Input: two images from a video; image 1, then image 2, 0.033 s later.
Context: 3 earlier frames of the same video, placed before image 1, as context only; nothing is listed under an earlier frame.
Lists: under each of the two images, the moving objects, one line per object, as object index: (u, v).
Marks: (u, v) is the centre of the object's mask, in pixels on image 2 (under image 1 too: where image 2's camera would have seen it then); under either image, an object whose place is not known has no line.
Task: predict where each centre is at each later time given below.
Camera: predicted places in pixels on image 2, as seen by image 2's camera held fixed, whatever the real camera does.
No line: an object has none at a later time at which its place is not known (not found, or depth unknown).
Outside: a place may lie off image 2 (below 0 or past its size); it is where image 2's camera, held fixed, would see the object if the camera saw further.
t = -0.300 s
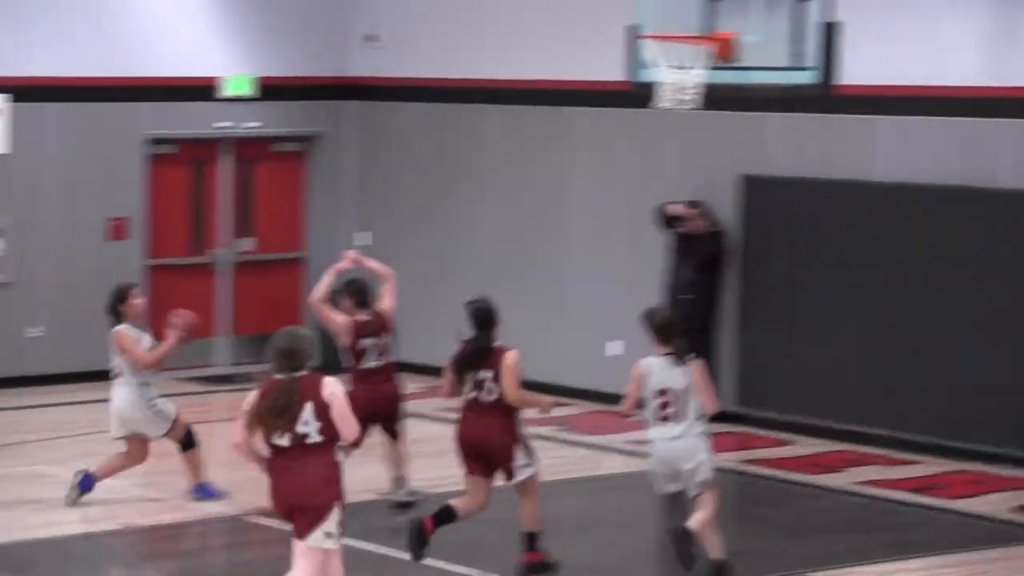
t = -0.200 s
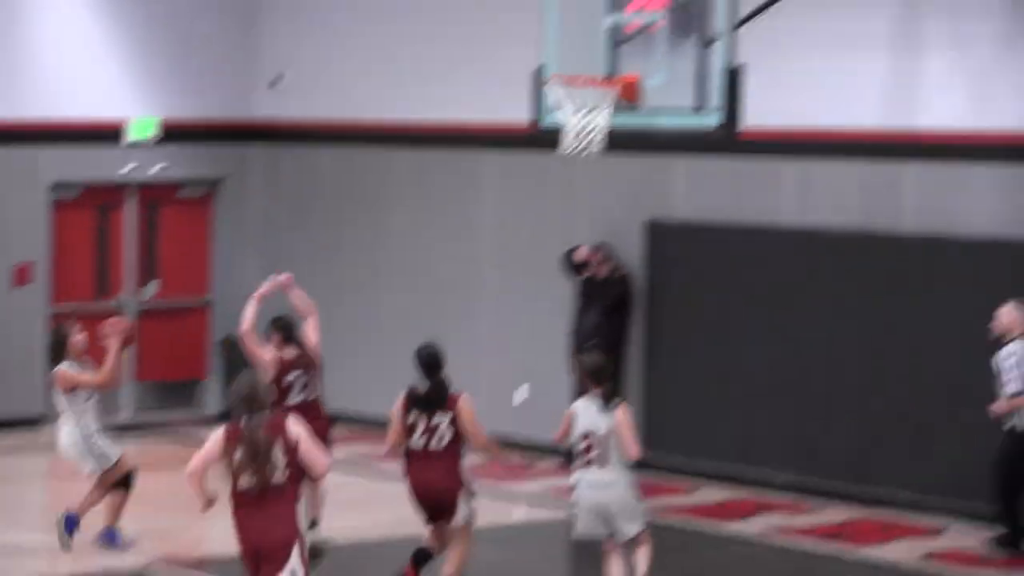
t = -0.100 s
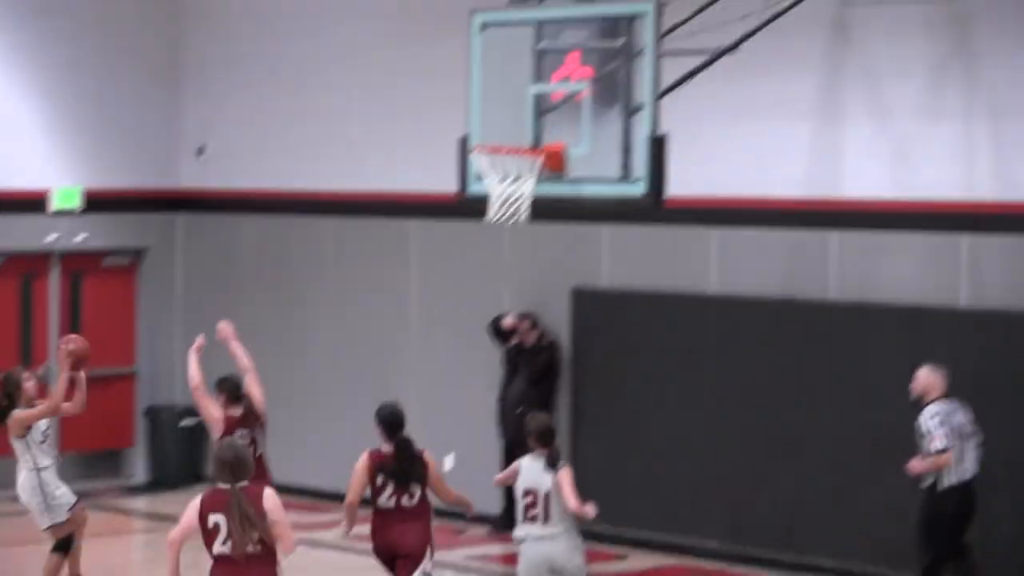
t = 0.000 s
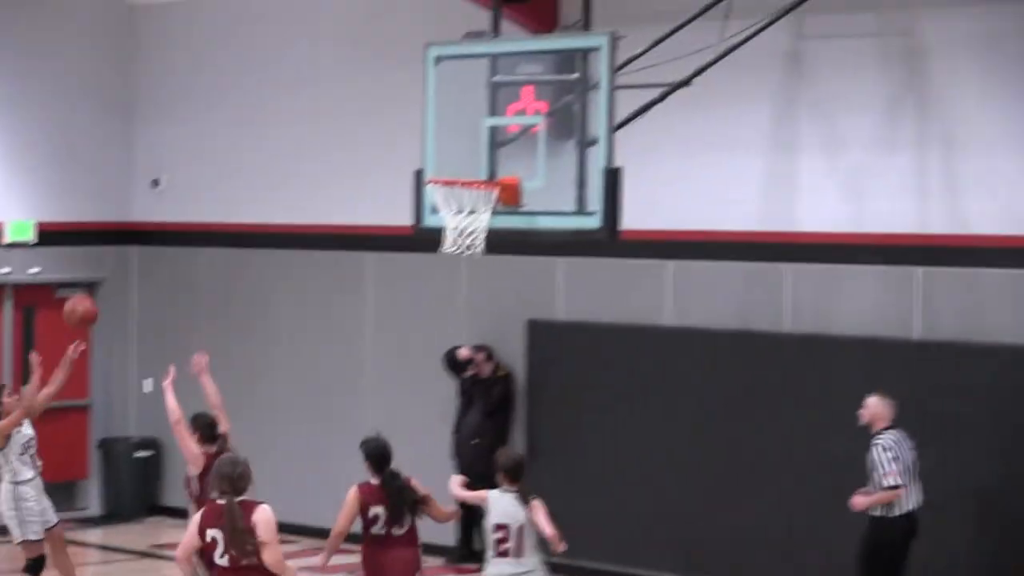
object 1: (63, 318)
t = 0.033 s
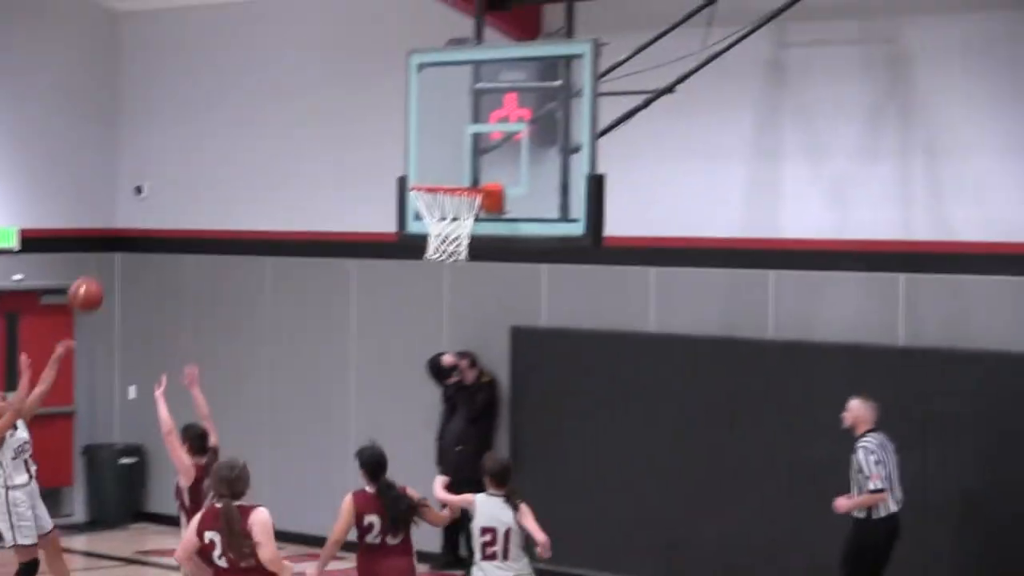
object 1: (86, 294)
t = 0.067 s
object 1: (107, 273)
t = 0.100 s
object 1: (129, 252)
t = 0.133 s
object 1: (148, 236)
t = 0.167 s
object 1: (170, 219)
